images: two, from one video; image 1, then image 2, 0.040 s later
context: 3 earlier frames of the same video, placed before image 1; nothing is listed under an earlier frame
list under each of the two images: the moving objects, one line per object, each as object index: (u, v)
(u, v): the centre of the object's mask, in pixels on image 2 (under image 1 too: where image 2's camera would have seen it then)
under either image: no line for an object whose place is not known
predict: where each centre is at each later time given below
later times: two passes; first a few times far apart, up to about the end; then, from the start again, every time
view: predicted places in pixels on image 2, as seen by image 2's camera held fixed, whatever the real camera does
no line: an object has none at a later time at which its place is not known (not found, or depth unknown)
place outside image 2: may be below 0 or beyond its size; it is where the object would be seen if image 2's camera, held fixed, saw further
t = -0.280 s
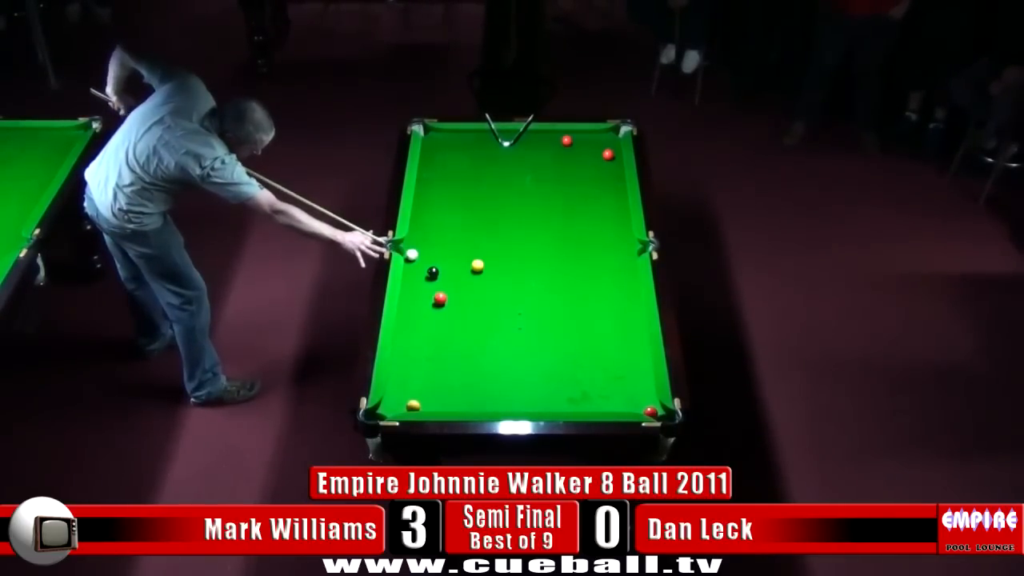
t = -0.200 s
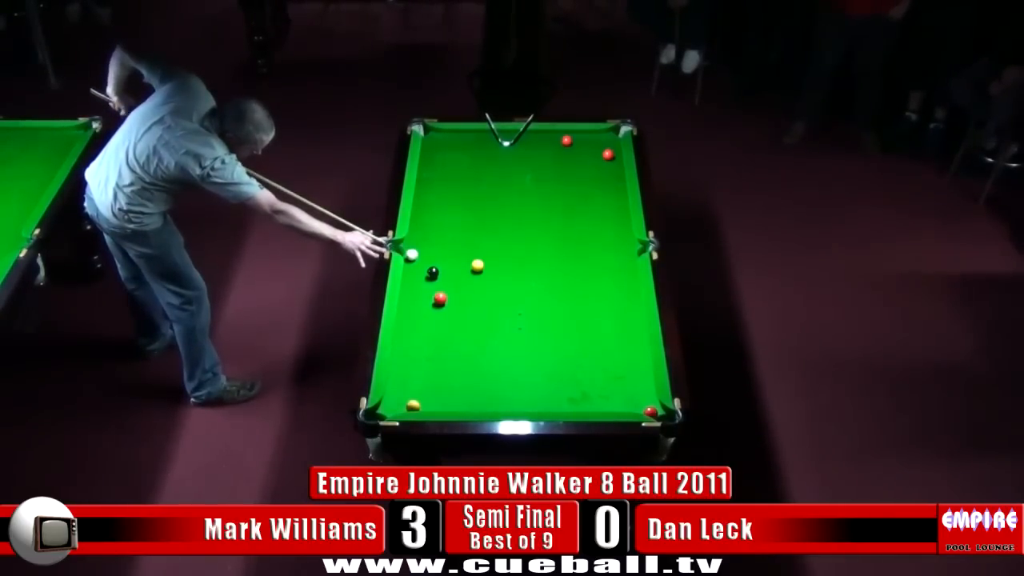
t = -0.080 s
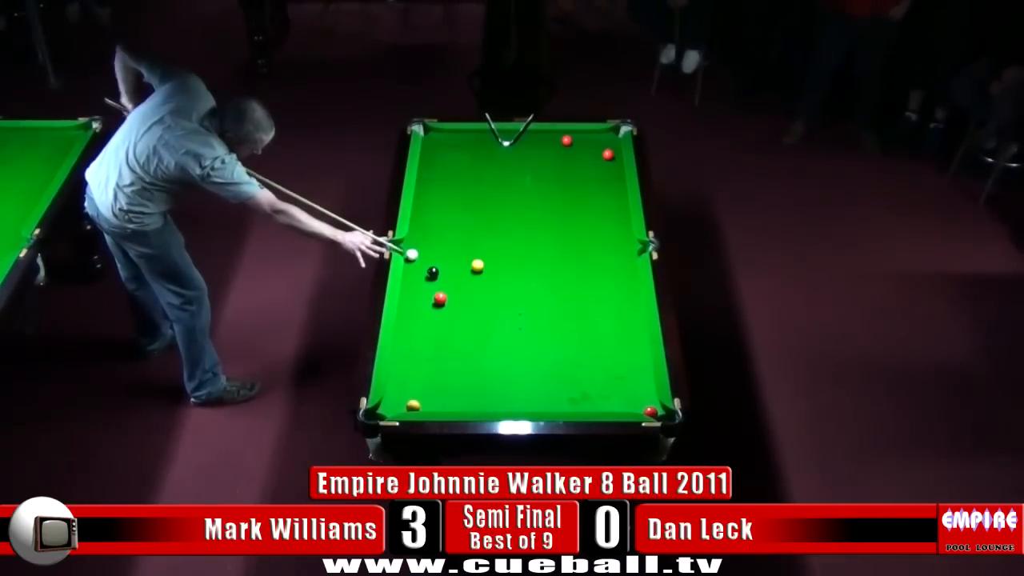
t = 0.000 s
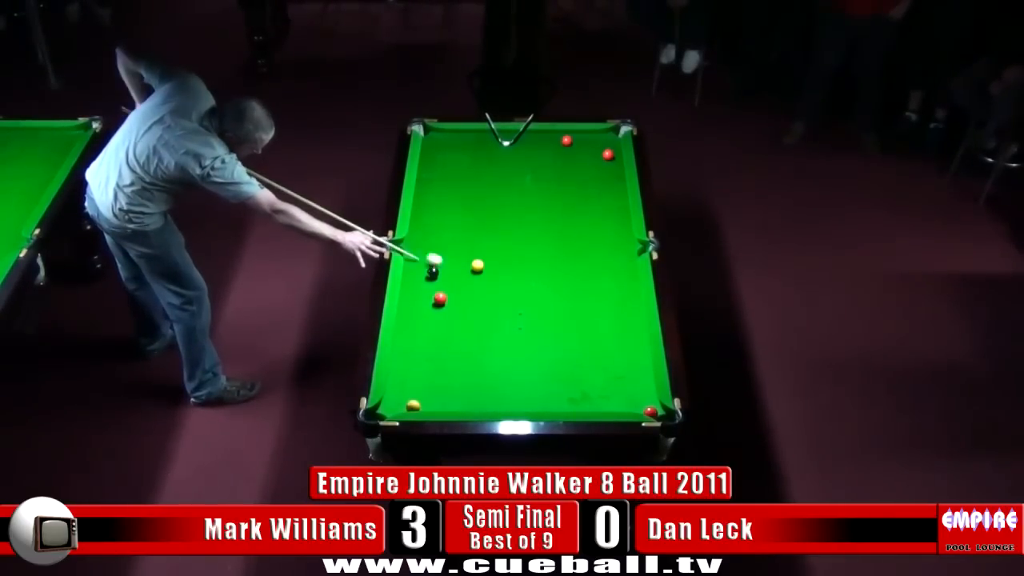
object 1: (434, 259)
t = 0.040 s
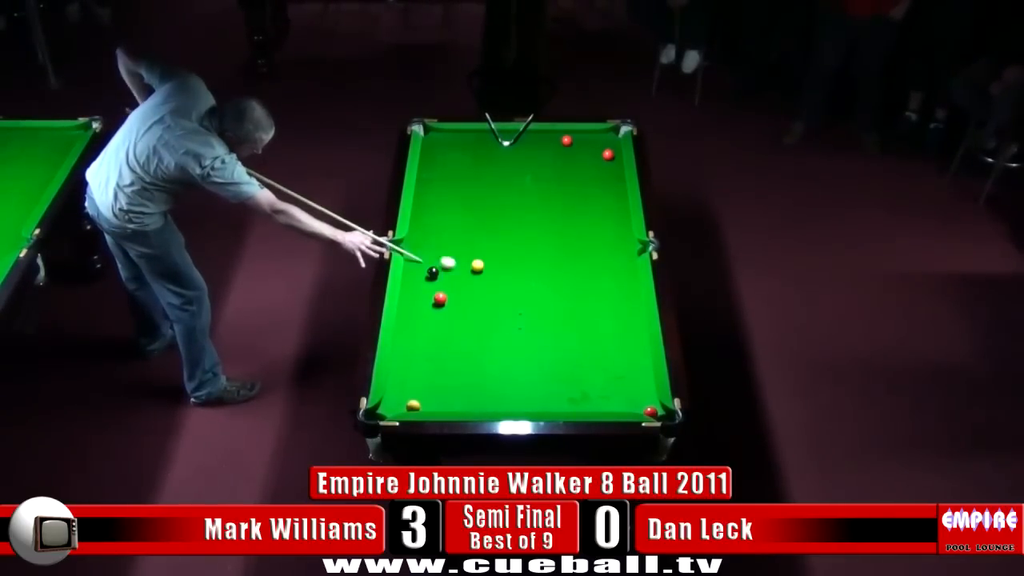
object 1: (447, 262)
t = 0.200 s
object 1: (469, 277)
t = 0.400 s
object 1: (478, 295)
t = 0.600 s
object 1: (487, 312)
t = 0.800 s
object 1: (496, 329)
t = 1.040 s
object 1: (507, 351)
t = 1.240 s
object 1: (516, 368)
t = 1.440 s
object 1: (525, 386)
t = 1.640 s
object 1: (534, 403)
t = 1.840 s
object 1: (540, 402)
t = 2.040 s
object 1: (545, 392)
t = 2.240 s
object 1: (549, 383)
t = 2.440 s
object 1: (553, 376)
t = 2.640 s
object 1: (557, 368)
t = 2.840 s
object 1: (560, 362)
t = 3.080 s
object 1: (563, 355)
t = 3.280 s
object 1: (565, 351)
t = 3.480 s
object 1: (567, 346)
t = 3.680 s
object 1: (569, 343)
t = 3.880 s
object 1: (569, 340)
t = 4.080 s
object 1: (570, 338)
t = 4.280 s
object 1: (571, 337)
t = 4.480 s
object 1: (572, 336)
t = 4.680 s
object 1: (573, 336)
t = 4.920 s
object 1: (573, 336)
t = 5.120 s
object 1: (573, 336)
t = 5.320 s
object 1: (573, 336)
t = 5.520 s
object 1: (573, 336)
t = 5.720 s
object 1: (573, 336)
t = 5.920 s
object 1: (573, 336)
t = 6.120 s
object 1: (573, 336)
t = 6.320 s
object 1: (573, 337)
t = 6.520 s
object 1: (573, 337)
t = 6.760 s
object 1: (573, 336)
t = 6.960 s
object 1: (573, 336)
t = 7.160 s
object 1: (573, 337)
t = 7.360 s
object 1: (573, 337)
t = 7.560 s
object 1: (573, 337)
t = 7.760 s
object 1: (573, 337)
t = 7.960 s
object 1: (573, 337)
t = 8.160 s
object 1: (573, 337)
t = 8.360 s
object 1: (573, 337)
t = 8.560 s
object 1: (573, 336)
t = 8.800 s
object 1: (573, 336)
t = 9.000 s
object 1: (573, 336)
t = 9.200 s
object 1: (573, 337)
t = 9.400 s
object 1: (573, 337)
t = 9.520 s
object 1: (573, 337)
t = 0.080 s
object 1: (460, 266)
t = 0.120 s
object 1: (466, 269)
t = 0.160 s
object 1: (467, 273)
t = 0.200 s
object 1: (469, 277)
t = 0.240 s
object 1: (471, 280)
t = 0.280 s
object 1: (473, 284)
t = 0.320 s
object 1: (474, 287)
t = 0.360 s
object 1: (476, 290)
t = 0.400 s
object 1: (478, 295)
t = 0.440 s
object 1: (480, 298)
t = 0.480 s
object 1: (482, 301)
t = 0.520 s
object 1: (483, 304)
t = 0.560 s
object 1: (485, 308)
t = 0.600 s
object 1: (487, 312)
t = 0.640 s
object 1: (489, 316)
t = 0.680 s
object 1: (491, 319)
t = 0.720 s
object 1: (492, 322)
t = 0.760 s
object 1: (495, 325)
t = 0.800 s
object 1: (496, 329)
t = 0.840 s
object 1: (498, 333)
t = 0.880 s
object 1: (500, 336)
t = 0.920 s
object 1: (502, 340)
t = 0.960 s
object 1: (503, 343)
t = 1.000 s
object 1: (505, 347)
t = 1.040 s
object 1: (507, 351)
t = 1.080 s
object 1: (509, 355)
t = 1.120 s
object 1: (511, 358)
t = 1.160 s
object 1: (512, 362)
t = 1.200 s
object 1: (514, 365)
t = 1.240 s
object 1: (516, 368)
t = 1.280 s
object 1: (518, 372)
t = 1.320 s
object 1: (520, 375)
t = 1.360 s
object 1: (521, 379)
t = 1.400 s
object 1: (523, 382)
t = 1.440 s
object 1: (525, 386)
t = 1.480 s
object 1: (527, 390)
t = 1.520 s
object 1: (529, 393)
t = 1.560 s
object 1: (531, 397)
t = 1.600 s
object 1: (532, 400)
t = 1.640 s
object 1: (534, 403)
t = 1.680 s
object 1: (536, 405)
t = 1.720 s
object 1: (537, 406)
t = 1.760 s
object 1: (538, 405)
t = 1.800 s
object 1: (539, 403)
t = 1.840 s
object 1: (540, 402)
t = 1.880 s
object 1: (541, 400)
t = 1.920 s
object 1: (543, 398)
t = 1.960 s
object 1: (543, 396)
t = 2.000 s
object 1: (544, 394)
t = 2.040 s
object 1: (545, 392)
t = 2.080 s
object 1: (546, 390)
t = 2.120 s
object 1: (547, 389)
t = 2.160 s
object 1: (548, 387)
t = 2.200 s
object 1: (549, 385)
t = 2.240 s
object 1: (549, 383)
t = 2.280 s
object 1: (550, 382)
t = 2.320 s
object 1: (551, 380)
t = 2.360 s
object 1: (552, 379)
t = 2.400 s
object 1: (553, 377)
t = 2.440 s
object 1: (553, 376)
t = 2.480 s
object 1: (554, 374)
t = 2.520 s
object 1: (555, 373)
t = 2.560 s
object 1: (556, 371)
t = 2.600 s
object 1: (556, 370)
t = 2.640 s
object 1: (557, 368)
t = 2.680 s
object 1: (557, 367)
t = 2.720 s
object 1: (558, 366)
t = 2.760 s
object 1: (559, 365)
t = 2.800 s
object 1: (559, 363)
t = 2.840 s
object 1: (560, 362)
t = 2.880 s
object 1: (561, 361)
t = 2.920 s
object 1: (561, 360)
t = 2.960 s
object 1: (562, 359)
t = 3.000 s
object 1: (562, 357)
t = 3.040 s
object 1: (563, 356)
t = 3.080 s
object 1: (563, 355)
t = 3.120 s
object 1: (564, 354)
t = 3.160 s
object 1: (564, 353)
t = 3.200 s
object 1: (564, 352)
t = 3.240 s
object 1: (565, 351)
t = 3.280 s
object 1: (565, 351)
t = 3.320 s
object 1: (565, 349)
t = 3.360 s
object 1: (566, 349)
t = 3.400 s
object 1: (566, 348)
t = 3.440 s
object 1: (567, 347)
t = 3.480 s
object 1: (567, 346)
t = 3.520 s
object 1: (567, 345)
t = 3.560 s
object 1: (568, 345)
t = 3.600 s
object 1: (568, 344)
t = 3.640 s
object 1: (568, 344)
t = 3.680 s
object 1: (569, 343)
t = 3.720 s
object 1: (569, 342)
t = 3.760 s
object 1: (569, 342)
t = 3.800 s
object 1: (569, 341)
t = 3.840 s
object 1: (569, 341)
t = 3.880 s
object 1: (569, 340)
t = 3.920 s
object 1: (570, 340)
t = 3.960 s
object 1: (570, 339)
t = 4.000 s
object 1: (570, 339)
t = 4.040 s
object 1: (570, 338)
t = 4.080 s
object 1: (570, 338)
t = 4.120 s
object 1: (571, 338)
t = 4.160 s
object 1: (571, 337)
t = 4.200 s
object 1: (571, 337)
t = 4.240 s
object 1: (571, 337)
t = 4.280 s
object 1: (571, 337)
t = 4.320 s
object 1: (571, 336)
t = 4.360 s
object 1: (572, 336)
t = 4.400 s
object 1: (572, 336)
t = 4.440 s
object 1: (572, 336)
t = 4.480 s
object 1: (572, 336)
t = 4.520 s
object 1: (572, 336)
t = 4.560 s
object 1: (572, 336)
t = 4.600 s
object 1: (572, 336)
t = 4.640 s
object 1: (572, 336)
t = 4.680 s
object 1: (573, 336)
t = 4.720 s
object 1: (573, 336)
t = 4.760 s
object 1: (573, 336)
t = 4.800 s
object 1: (573, 336)
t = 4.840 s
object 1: (573, 336)
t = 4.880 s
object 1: (573, 336)
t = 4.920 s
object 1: (573, 336)
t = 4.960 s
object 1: (573, 336)
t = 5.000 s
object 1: (573, 336)
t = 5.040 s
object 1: (573, 336)
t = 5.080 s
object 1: (573, 336)
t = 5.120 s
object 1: (573, 336)
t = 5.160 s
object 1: (573, 336)
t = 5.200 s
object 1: (573, 336)
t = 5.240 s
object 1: (573, 336)
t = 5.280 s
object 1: (573, 336)
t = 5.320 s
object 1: (573, 336)
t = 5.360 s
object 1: (573, 336)
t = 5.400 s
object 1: (573, 336)
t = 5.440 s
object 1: (573, 336)
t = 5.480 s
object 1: (573, 336)
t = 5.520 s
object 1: (573, 336)
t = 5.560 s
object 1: (573, 336)
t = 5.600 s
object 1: (573, 336)
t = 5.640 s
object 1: (573, 336)
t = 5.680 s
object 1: (573, 336)
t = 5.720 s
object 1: (573, 336)
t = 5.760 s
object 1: (573, 336)
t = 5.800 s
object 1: (573, 336)
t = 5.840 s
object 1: (573, 336)
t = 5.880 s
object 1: (573, 336)
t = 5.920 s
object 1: (573, 336)
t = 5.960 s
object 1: (573, 336)
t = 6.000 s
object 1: (573, 336)
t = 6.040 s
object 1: (573, 336)
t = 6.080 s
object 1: (573, 336)
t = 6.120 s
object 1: (573, 336)
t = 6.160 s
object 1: (573, 337)
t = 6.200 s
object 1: (573, 336)
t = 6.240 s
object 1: (573, 337)
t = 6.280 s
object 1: (573, 337)
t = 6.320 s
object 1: (573, 337)
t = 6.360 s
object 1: (573, 337)
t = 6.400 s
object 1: (573, 337)
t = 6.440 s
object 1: (573, 337)
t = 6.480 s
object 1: (573, 336)
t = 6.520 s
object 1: (573, 337)
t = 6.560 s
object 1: (573, 337)
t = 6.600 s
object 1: (573, 337)
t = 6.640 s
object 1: (573, 337)
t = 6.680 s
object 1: (573, 336)
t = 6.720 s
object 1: (573, 337)
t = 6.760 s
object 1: (573, 336)
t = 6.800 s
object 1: (573, 337)
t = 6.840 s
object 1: (573, 337)
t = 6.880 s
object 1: (573, 336)
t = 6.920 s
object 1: (573, 337)
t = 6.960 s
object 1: (573, 336)
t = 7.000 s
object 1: (573, 337)
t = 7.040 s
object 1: (573, 337)
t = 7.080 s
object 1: (573, 337)
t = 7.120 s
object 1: (573, 337)
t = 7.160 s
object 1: (573, 337)
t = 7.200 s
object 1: (573, 337)
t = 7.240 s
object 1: (573, 337)
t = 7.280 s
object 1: (573, 337)
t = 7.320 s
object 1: (573, 337)
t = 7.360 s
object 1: (573, 337)
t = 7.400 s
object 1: (573, 337)
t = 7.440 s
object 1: (573, 337)
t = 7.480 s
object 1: (573, 337)
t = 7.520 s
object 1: (573, 337)
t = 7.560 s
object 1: (573, 337)
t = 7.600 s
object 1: (573, 337)
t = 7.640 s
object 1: (573, 337)
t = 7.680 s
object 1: (573, 337)
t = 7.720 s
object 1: (573, 337)
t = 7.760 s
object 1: (573, 337)
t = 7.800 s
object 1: (573, 337)
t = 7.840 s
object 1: (573, 337)
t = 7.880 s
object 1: (573, 337)
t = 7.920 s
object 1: (573, 337)
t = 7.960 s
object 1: (573, 337)
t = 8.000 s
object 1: (573, 337)
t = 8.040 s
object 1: (573, 337)
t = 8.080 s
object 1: (573, 336)
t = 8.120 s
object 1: (573, 336)
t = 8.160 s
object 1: (573, 337)
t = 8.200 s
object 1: (573, 336)
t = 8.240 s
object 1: (573, 337)
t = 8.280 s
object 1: (573, 337)
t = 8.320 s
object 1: (573, 337)
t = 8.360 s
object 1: (573, 337)
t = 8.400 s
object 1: (573, 337)
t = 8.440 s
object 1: (573, 337)
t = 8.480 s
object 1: (573, 336)
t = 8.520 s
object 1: (573, 336)
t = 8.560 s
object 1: (573, 336)
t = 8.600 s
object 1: (573, 336)
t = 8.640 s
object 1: (573, 337)
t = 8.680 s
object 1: (573, 336)
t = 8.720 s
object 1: (573, 337)
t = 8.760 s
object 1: (573, 336)
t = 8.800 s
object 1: (573, 336)
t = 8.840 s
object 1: (573, 336)
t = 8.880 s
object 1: (573, 336)
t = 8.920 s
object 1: (573, 336)
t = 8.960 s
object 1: (573, 336)
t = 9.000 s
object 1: (573, 336)
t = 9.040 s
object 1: (573, 336)
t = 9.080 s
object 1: (573, 337)
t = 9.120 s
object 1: (573, 336)
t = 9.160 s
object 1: (573, 337)
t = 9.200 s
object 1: (573, 337)
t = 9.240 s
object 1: (573, 337)
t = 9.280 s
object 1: (573, 337)
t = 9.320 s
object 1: (573, 337)
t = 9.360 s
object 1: (573, 337)
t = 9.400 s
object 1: (573, 337)
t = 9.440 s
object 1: (573, 337)
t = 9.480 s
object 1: (573, 337)
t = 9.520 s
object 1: (573, 337)
